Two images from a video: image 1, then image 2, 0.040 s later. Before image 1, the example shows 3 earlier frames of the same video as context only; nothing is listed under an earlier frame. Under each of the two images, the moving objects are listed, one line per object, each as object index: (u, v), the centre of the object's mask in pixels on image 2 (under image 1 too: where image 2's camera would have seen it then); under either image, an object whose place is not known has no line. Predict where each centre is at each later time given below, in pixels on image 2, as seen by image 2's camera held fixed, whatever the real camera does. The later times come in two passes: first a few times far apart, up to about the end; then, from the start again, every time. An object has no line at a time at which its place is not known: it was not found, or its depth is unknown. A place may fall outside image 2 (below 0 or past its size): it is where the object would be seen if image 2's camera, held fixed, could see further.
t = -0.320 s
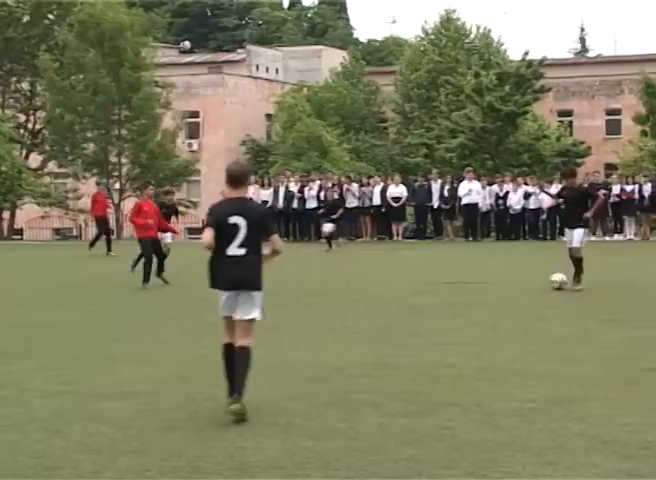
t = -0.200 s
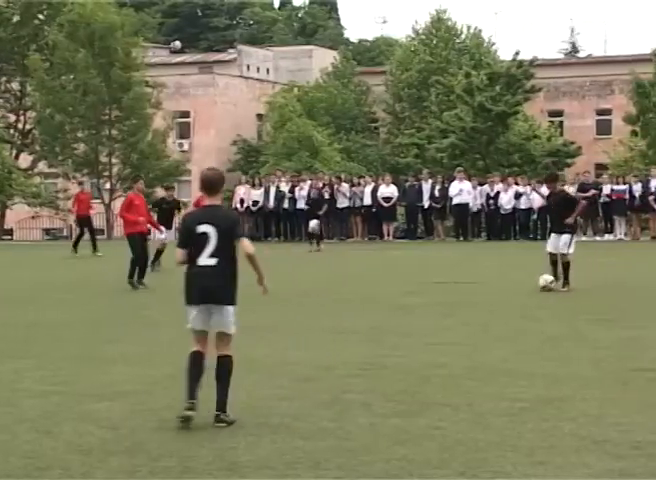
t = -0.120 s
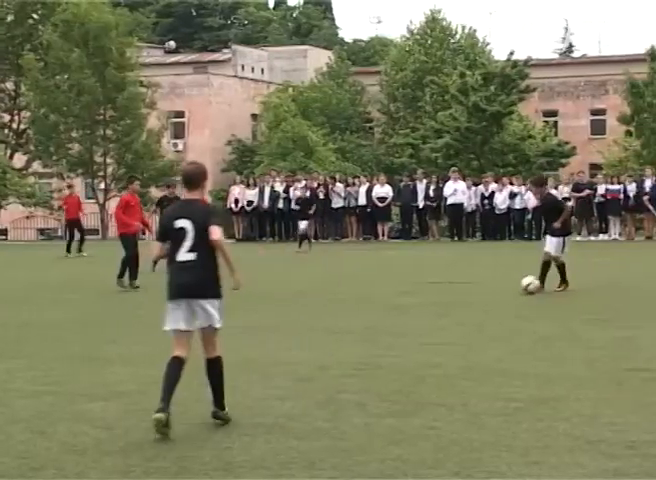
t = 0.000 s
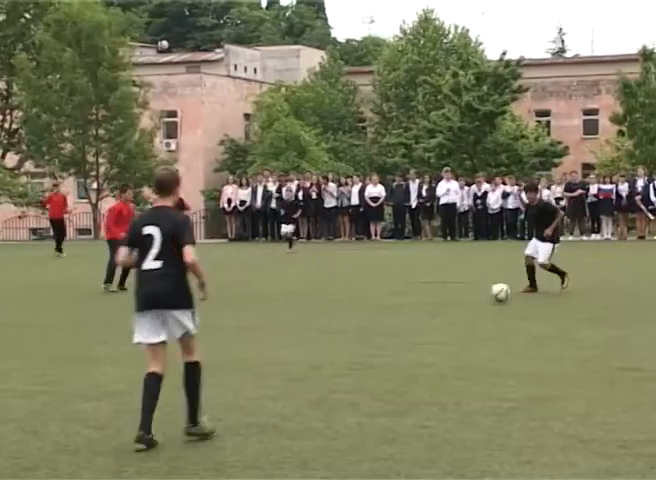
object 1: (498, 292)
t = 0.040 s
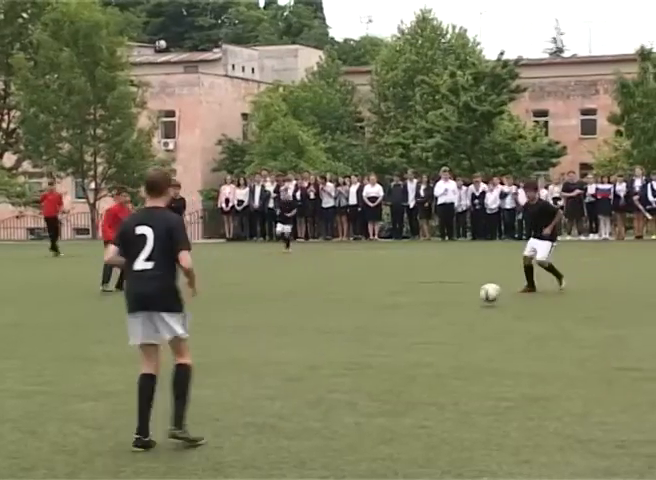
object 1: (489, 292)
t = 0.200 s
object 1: (457, 310)
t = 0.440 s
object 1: (407, 332)
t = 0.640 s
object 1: (366, 352)
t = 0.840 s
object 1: (320, 368)
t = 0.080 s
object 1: (482, 294)
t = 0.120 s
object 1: (474, 298)
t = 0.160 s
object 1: (466, 303)
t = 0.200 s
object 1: (457, 310)
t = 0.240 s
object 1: (450, 312)
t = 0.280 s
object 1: (442, 314)
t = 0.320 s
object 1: (433, 318)
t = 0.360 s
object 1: (423, 325)
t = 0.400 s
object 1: (415, 329)
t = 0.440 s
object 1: (407, 332)
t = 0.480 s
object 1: (400, 337)
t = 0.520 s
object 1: (391, 339)
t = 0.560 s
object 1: (383, 340)
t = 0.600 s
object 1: (374, 345)
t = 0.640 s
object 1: (366, 352)
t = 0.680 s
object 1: (357, 356)
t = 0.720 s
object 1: (348, 359)
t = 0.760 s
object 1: (339, 361)
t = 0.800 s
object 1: (329, 362)
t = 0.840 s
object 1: (320, 368)
